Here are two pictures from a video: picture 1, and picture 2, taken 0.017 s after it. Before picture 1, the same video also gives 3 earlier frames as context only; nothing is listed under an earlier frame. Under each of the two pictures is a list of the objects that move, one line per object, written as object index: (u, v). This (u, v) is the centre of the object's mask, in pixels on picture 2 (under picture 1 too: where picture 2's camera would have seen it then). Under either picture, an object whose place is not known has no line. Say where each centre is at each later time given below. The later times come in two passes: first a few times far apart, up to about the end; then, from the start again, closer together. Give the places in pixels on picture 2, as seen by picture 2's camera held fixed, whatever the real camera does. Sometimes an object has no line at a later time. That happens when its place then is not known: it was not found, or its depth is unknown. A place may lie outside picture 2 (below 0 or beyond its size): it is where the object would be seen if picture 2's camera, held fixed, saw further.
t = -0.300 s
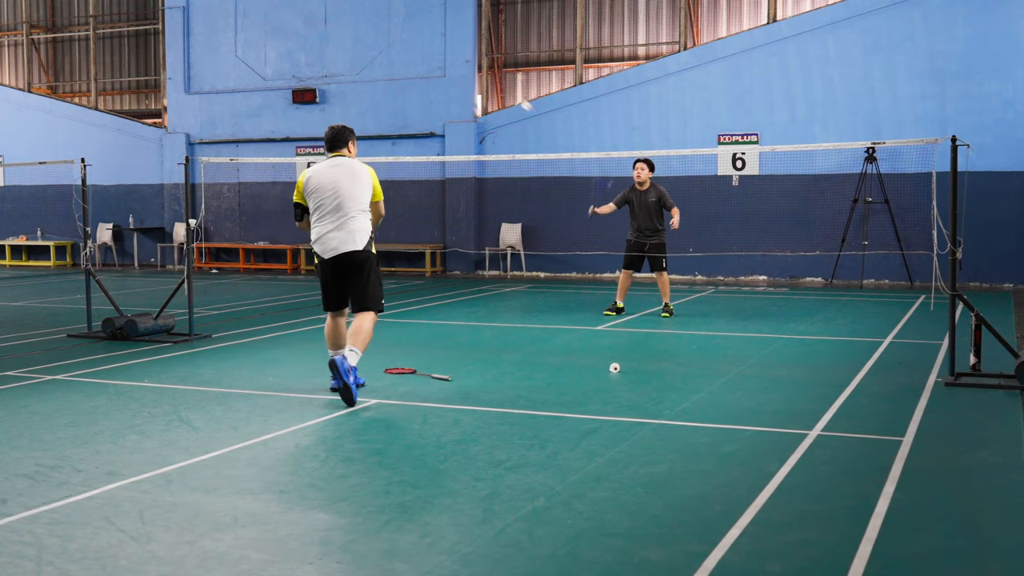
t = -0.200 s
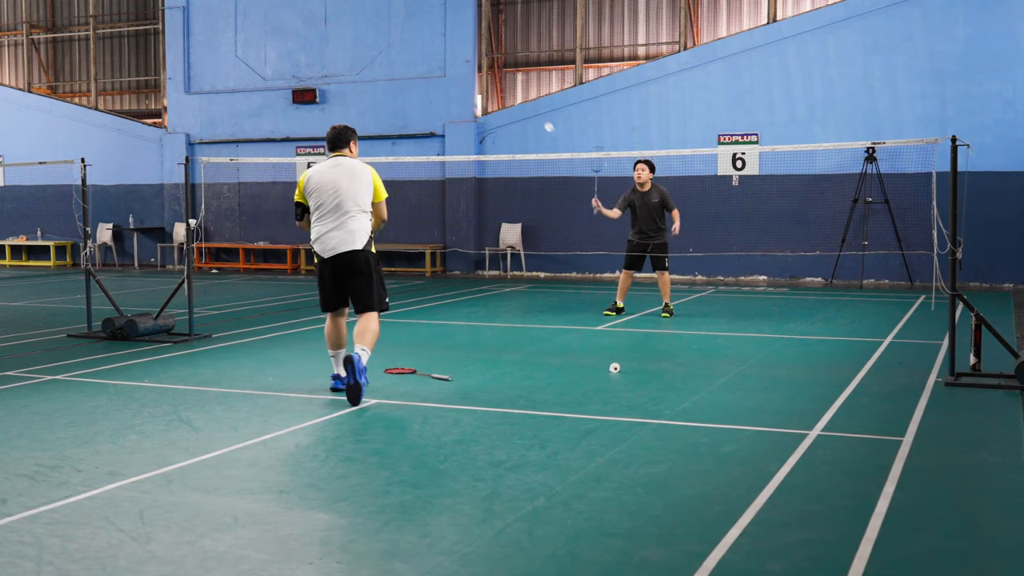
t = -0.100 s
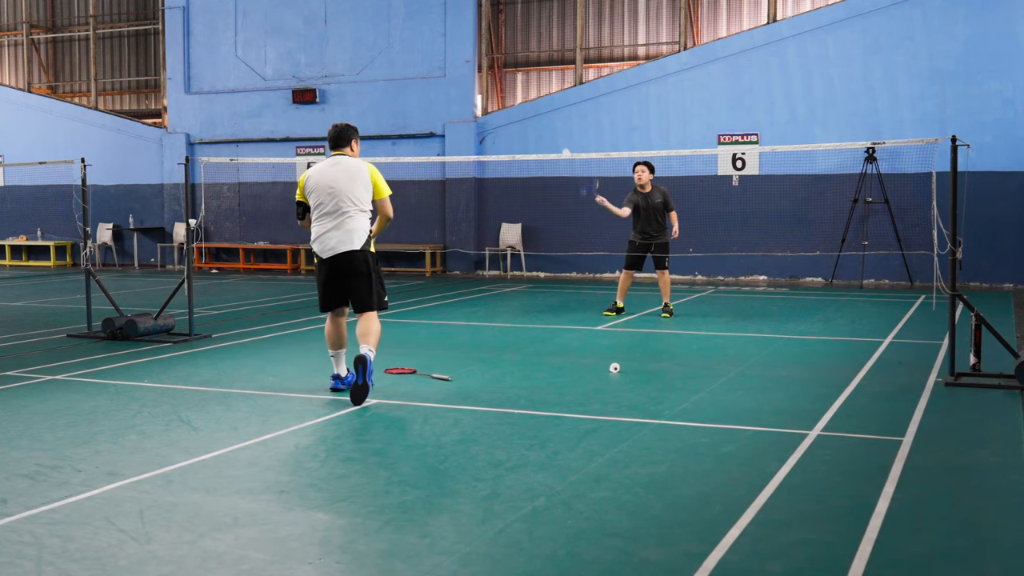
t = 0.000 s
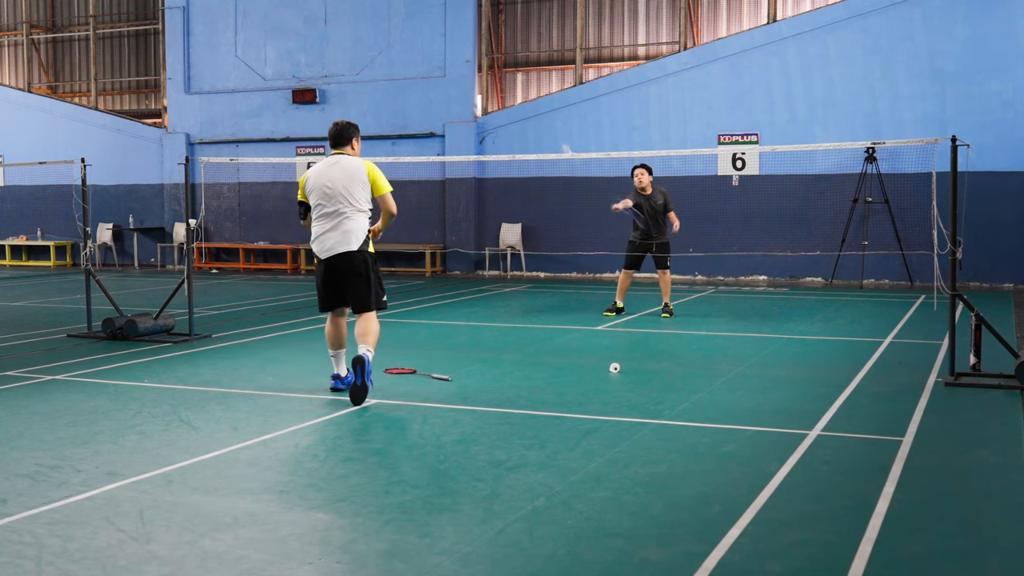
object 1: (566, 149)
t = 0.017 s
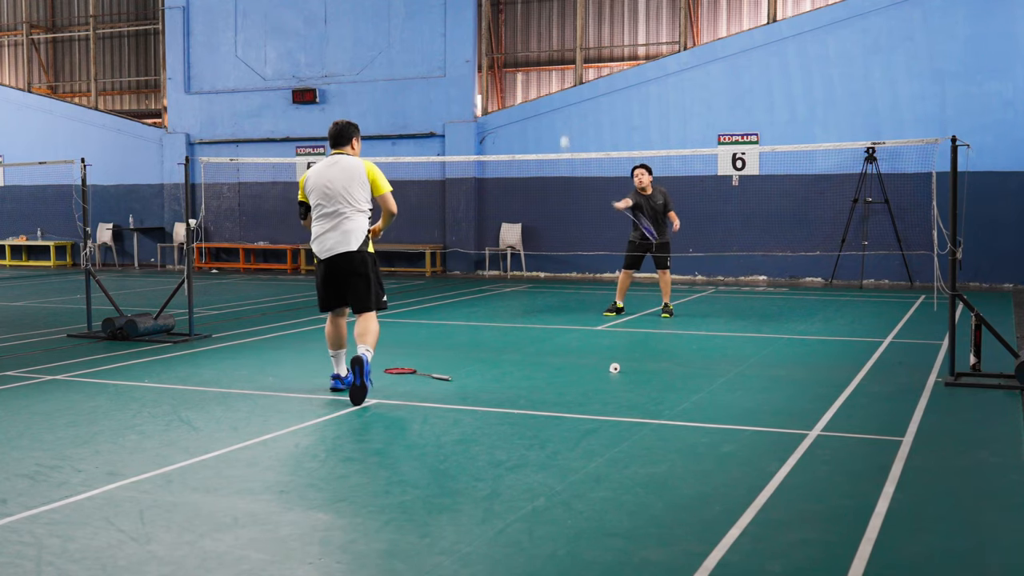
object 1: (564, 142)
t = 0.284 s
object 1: (538, 61)
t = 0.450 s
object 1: (515, 71)
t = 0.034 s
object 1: (565, 135)
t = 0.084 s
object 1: (561, 112)
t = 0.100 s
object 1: (559, 107)
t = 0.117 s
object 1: (557, 101)
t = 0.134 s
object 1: (555, 96)
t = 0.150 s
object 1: (553, 90)
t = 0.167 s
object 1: (552, 84)
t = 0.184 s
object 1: (550, 79)
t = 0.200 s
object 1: (549, 76)
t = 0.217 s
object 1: (546, 71)
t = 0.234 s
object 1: (544, 68)
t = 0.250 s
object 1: (543, 65)
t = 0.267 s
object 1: (541, 63)
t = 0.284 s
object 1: (538, 61)
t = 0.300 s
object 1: (536, 59)
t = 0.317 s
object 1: (534, 59)
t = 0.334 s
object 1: (532, 58)
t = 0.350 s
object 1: (529, 58)
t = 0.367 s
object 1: (527, 59)
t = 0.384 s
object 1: (525, 60)
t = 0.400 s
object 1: (523, 62)
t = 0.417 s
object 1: (520, 64)
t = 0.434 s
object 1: (517, 68)
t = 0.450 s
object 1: (515, 71)
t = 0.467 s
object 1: (512, 77)
